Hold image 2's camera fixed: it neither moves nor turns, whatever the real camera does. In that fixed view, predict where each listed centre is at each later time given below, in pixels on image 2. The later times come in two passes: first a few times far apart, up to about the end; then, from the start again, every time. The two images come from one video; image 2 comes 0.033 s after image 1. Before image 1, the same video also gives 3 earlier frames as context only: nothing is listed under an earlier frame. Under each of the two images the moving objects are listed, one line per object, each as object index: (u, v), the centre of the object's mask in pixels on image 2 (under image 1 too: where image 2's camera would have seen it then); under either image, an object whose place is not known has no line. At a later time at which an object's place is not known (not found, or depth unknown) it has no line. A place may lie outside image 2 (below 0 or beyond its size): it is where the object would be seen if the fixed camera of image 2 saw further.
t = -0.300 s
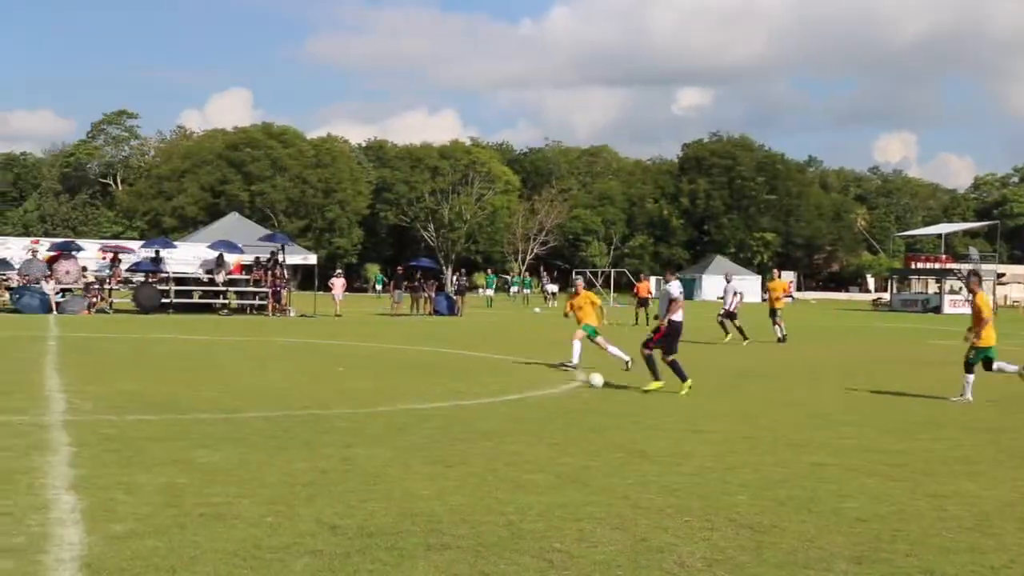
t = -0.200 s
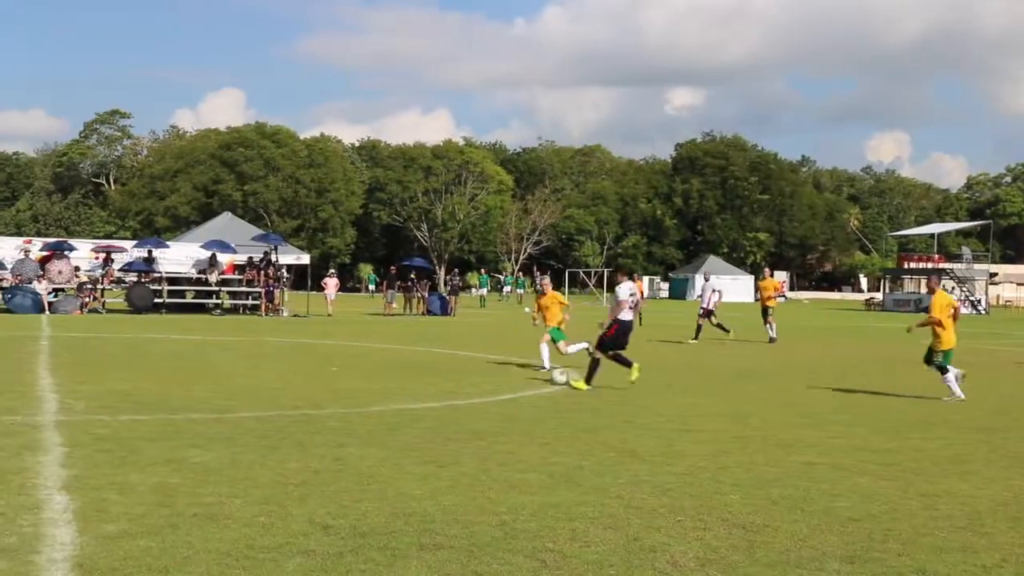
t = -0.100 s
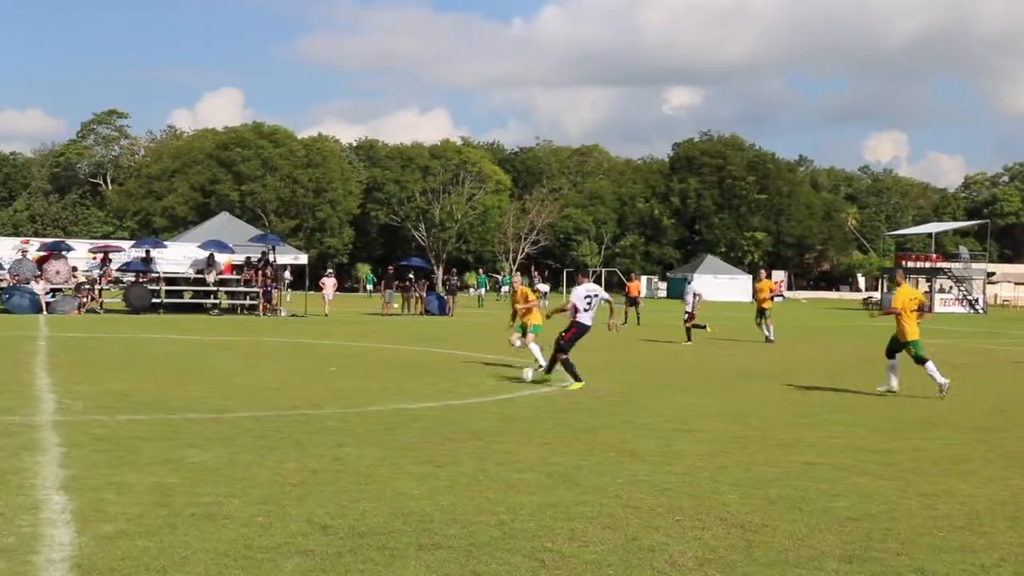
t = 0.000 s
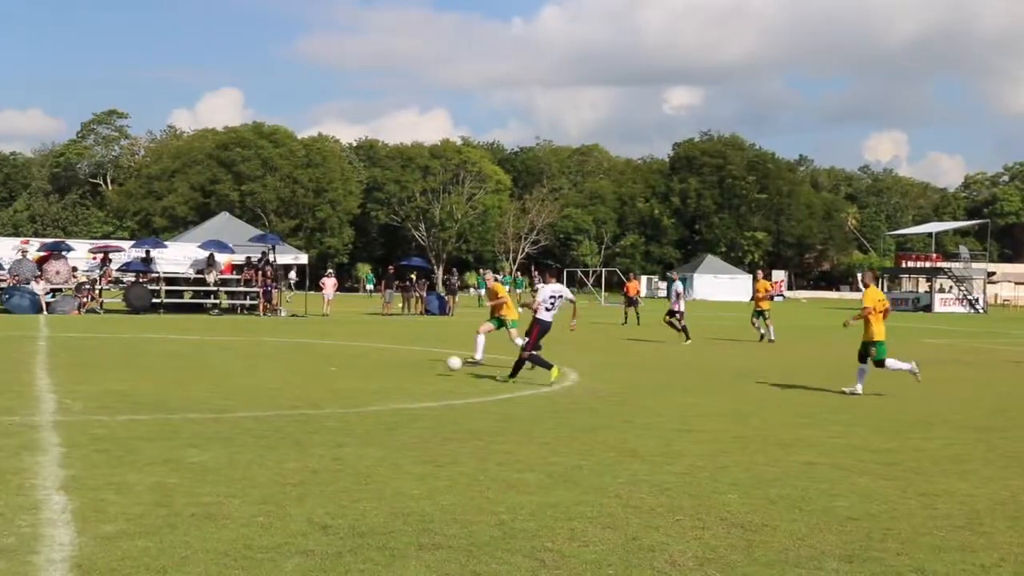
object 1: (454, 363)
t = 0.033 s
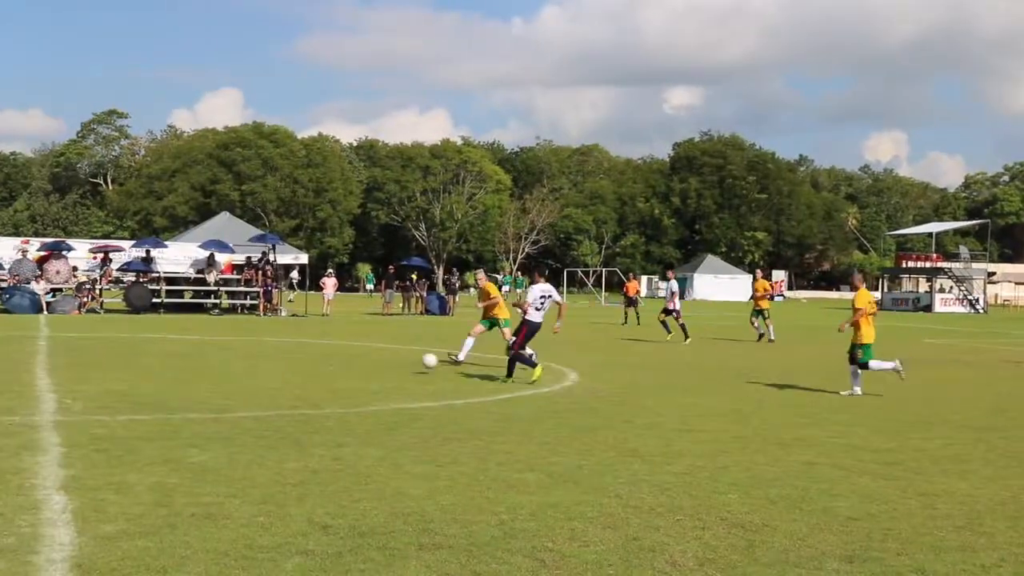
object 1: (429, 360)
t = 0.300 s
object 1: (270, 342)
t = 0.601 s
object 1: (155, 336)
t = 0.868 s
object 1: (82, 328)
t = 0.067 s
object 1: (406, 358)
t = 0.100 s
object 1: (384, 358)
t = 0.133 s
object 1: (363, 358)
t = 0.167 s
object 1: (342, 358)
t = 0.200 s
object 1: (322, 357)
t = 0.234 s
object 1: (304, 352)
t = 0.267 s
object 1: (287, 346)
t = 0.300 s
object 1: (270, 342)
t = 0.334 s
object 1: (254, 343)
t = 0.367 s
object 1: (238, 344)
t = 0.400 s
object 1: (223, 344)
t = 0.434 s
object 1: (209, 344)
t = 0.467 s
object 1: (197, 343)
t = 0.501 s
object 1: (187, 341)
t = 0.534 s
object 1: (176, 338)
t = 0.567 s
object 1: (166, 337)
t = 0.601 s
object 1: (155, 336)
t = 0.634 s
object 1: (145, 336)
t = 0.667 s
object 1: (134, 336)
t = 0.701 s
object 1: (124, 337)
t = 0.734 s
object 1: (116, 335)
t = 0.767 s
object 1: (108, 332)
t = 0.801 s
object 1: (99, 330)
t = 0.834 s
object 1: (91, 328)
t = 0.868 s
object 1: (82, 328)
